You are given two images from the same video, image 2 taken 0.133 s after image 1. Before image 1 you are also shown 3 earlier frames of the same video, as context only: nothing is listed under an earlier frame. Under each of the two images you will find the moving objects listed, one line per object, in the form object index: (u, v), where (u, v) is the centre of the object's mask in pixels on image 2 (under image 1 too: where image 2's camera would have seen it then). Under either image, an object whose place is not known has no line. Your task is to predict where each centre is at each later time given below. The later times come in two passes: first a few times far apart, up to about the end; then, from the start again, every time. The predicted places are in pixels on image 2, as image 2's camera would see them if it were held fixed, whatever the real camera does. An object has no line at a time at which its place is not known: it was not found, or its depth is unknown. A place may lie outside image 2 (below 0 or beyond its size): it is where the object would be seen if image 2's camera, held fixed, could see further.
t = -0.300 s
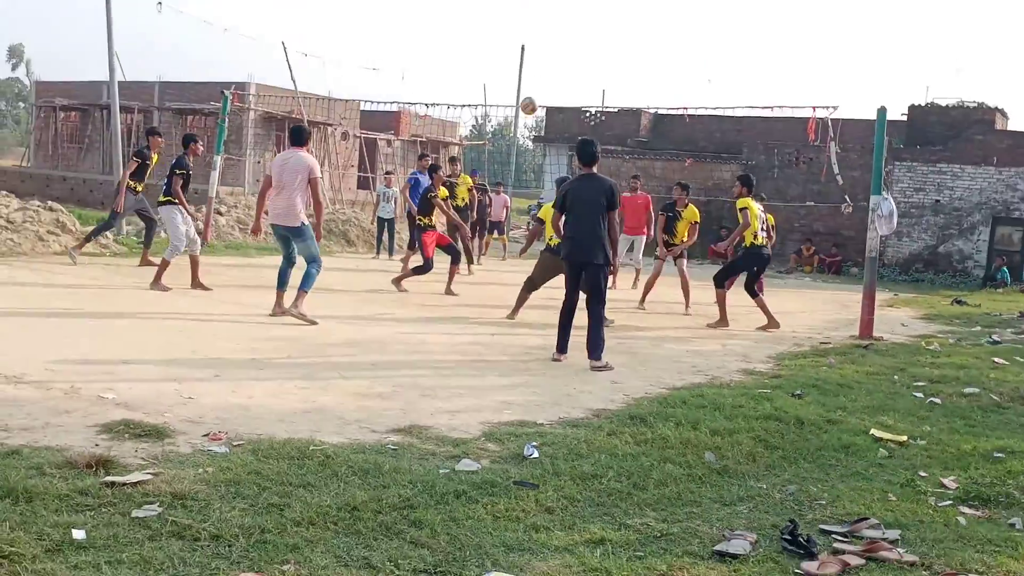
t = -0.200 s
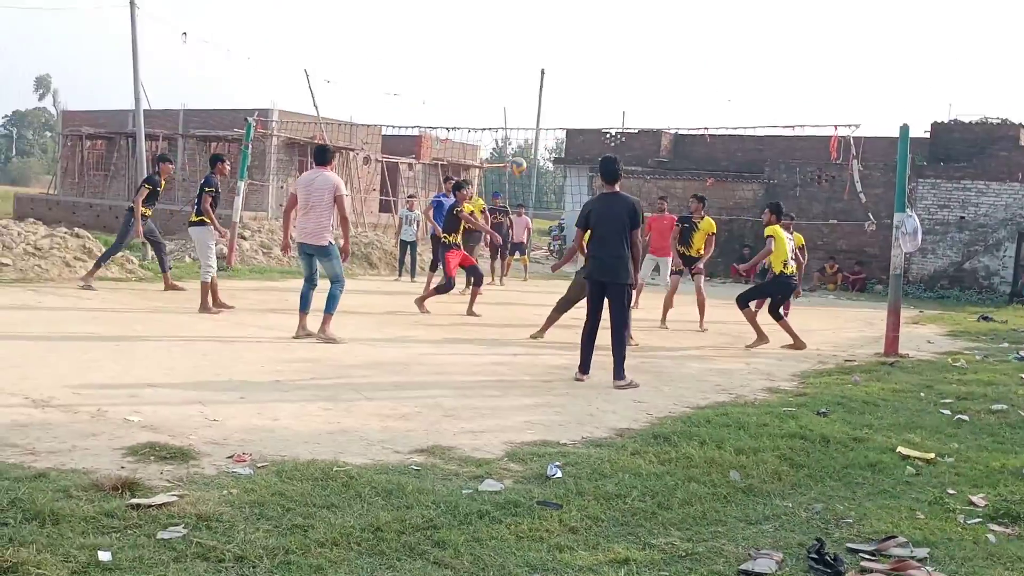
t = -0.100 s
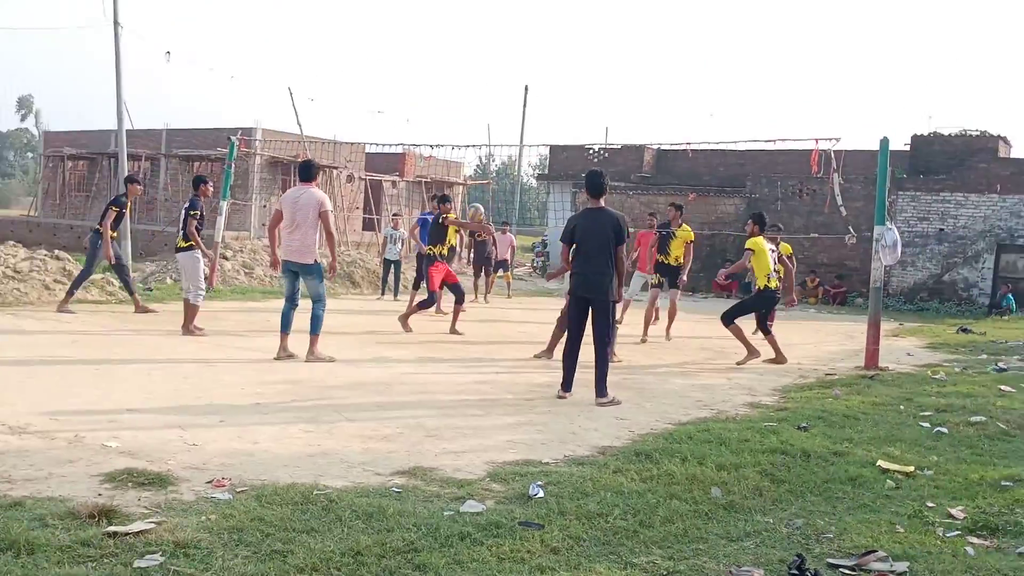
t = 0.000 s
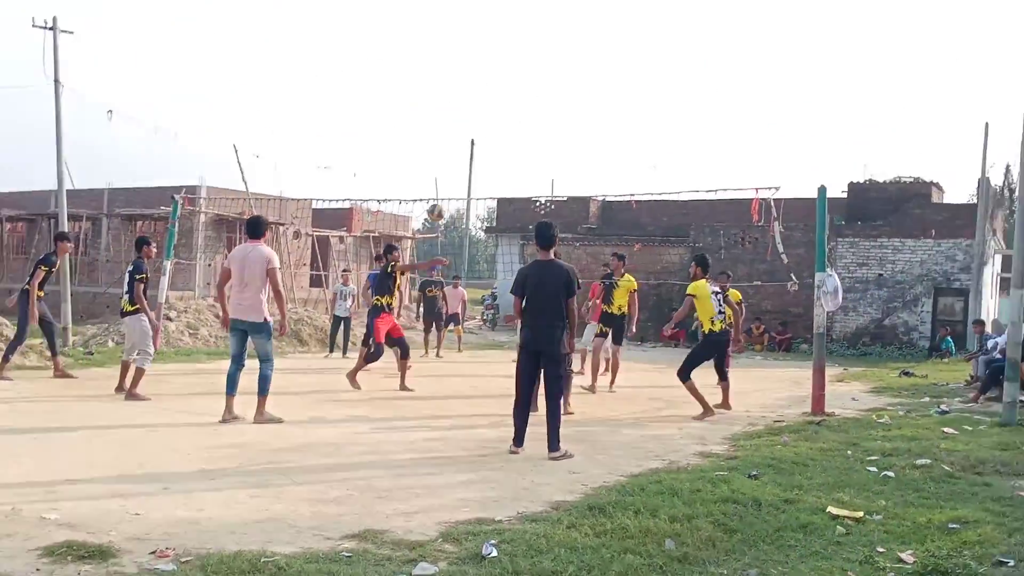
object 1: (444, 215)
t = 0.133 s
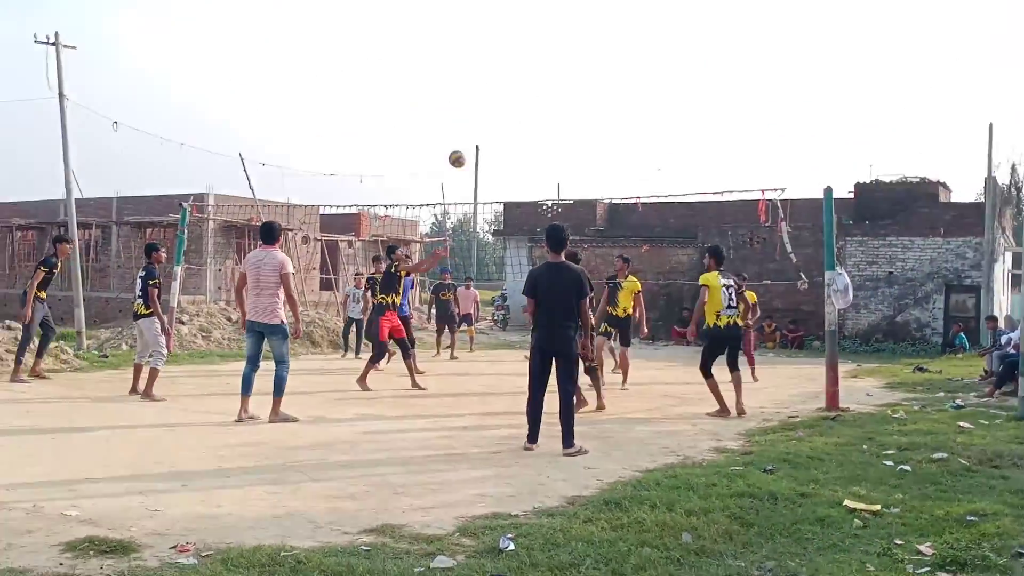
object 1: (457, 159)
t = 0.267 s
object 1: (471, 115)
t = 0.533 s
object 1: (501, 65)
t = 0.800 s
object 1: (525, 81)
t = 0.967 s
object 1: (541, 121)
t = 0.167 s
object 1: (460, 147)
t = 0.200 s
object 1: (464, 136)
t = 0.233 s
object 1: (468, 125)
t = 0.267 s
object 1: (471, 115)
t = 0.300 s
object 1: (474, 105)
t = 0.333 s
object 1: (478, 96)
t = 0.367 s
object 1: (481, 90)
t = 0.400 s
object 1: (485, 84)
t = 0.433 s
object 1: (489, 76)
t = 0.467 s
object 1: (493, 72)
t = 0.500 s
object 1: (498, 67)
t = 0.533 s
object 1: (501, 65)
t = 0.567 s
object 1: (505, 64)
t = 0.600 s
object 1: (508, 63)
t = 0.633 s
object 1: (510, 63)
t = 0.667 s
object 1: (513, 64)
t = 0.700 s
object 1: (515, 68)
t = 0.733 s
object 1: (519, 72)
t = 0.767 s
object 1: (522, 76)
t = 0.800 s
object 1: (525, 81)
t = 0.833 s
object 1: (529, 87)
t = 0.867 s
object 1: (532, 94)
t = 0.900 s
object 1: (535, 102)
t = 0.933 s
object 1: (538, 111)
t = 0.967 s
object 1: (541, 121)
